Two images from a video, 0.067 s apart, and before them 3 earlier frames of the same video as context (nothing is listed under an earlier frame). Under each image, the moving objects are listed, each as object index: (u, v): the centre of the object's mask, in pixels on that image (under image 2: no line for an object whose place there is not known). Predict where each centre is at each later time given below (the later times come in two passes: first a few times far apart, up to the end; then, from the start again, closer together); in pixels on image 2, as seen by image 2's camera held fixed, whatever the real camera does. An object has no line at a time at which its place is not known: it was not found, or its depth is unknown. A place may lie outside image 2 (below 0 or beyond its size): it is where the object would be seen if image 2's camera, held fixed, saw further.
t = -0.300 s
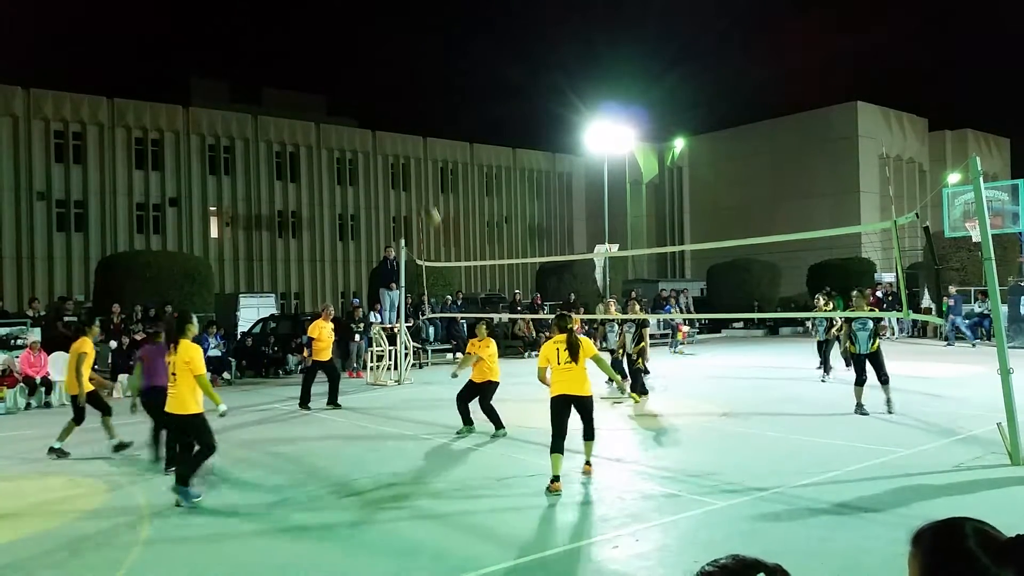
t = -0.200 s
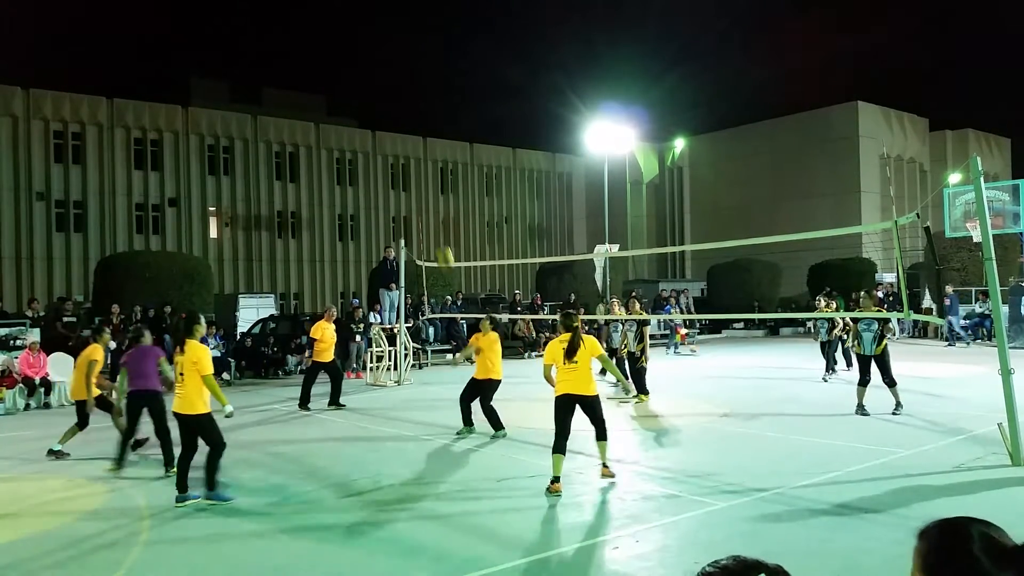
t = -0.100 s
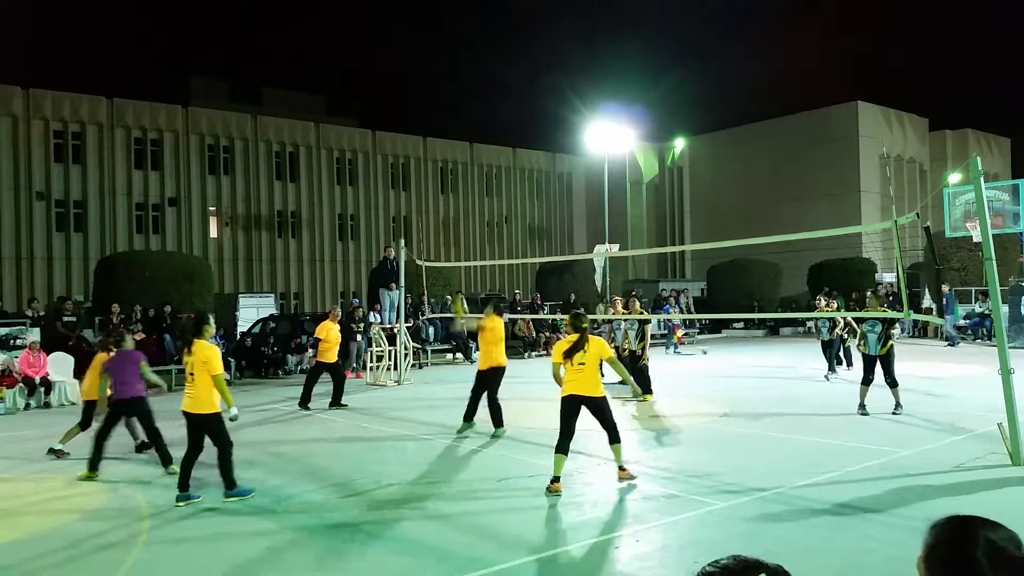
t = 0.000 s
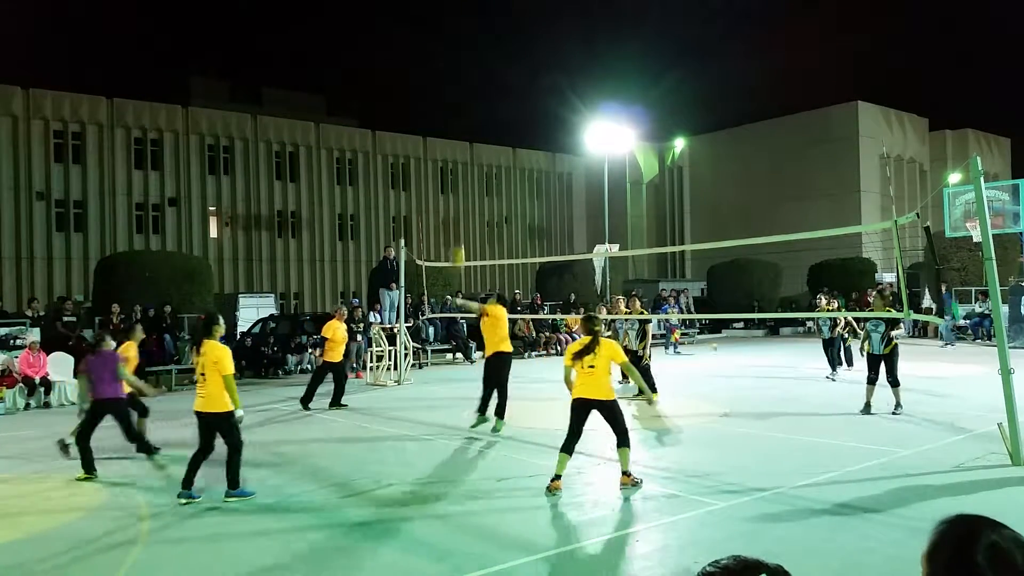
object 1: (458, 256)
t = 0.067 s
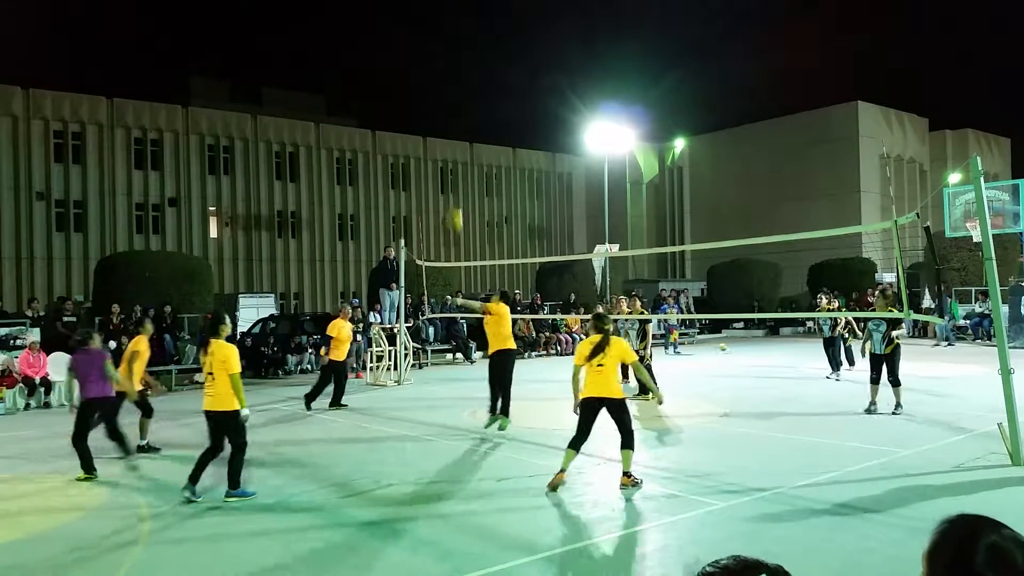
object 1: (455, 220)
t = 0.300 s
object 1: (444, 124)
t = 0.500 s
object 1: (437, 79)
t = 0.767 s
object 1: (432, 66)
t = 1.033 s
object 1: (429, 106)
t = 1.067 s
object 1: (429, 114)
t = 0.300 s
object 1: (444, 124)
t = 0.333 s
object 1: (442, 115)
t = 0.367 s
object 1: (441, 107)
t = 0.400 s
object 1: (440, 99)
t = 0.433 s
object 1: (439, 92)
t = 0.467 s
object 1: (438, 85)
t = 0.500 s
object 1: (437, 79)
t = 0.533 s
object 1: (437, 75)
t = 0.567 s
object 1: (436, 71)
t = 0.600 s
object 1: (435, 68)
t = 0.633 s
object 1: (434, 66)
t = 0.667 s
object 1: (434, 65)
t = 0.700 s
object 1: (433, 64)
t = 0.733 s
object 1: (433, 65)
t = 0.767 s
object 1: (432, 66)
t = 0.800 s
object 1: (431, 69)
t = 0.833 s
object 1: (431, 72)
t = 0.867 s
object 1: (430, 76)
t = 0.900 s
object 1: (430, 81)
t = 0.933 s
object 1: (430, 86)
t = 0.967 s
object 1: (430, 92)
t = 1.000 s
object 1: (429, 99)
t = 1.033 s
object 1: (429, 106)
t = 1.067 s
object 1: (429, 114)
